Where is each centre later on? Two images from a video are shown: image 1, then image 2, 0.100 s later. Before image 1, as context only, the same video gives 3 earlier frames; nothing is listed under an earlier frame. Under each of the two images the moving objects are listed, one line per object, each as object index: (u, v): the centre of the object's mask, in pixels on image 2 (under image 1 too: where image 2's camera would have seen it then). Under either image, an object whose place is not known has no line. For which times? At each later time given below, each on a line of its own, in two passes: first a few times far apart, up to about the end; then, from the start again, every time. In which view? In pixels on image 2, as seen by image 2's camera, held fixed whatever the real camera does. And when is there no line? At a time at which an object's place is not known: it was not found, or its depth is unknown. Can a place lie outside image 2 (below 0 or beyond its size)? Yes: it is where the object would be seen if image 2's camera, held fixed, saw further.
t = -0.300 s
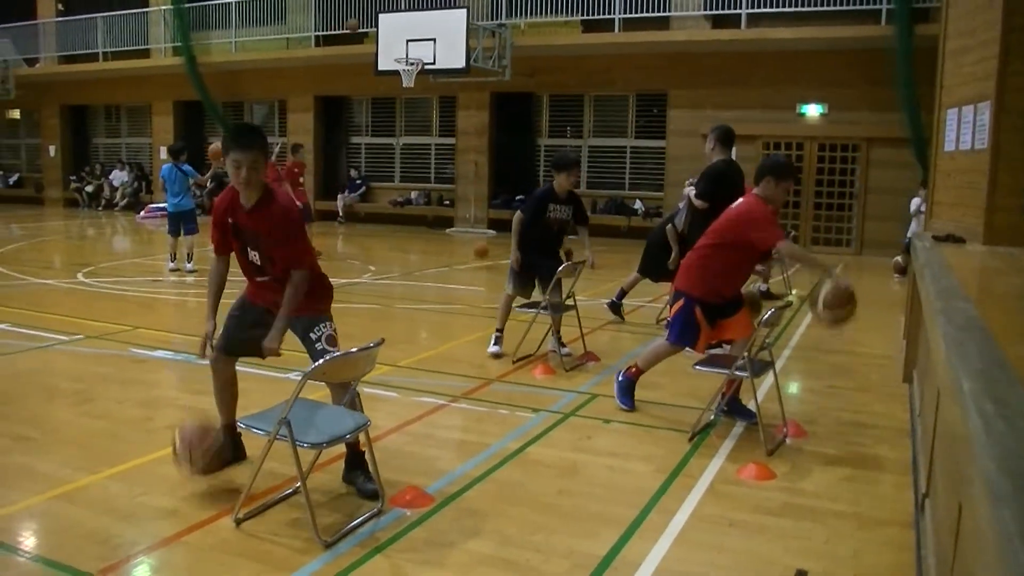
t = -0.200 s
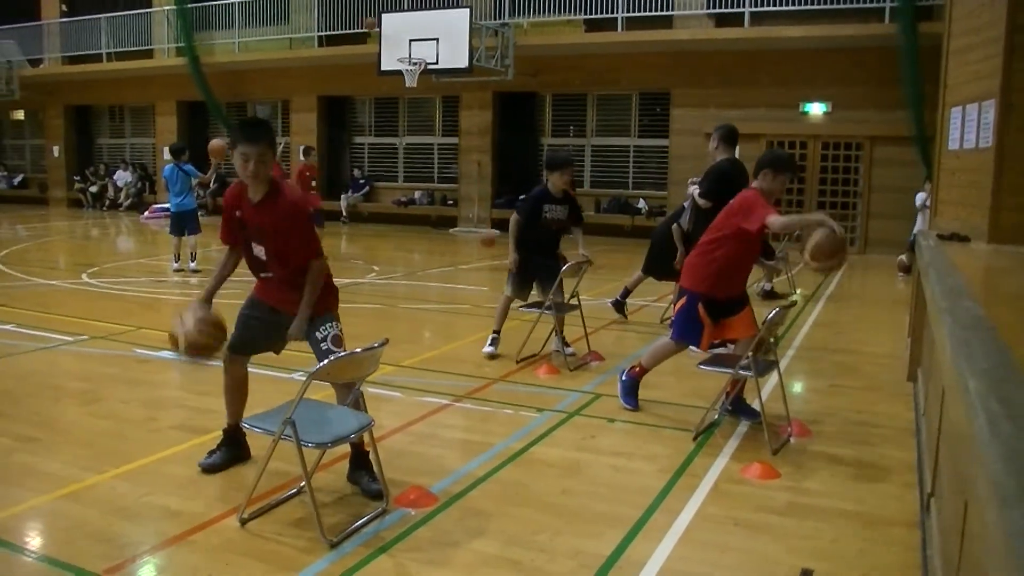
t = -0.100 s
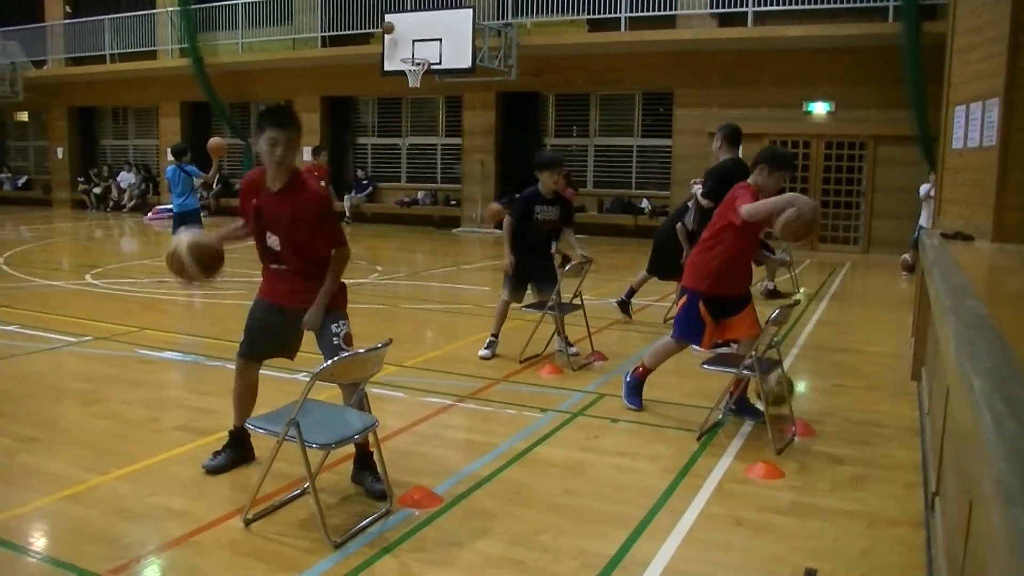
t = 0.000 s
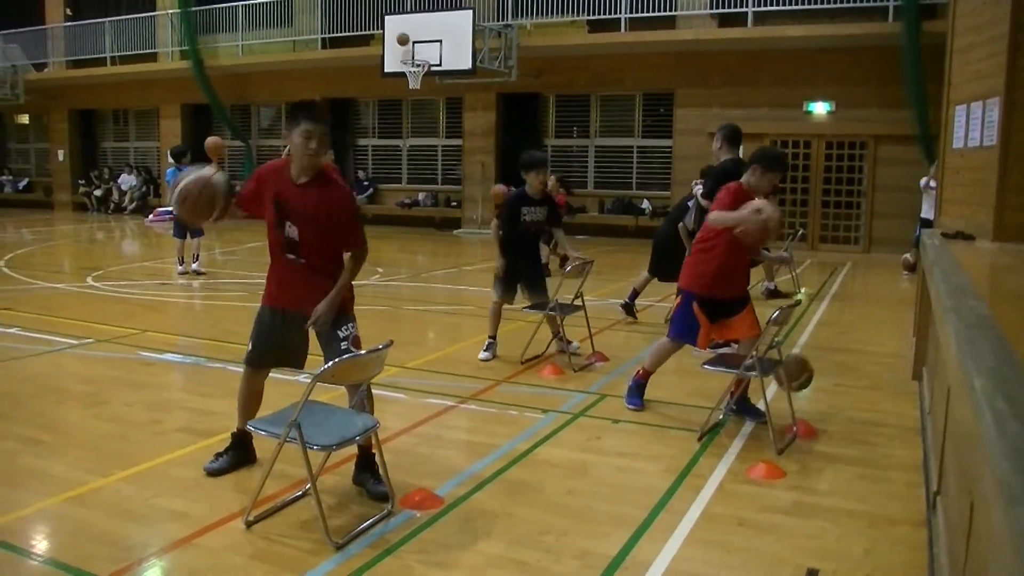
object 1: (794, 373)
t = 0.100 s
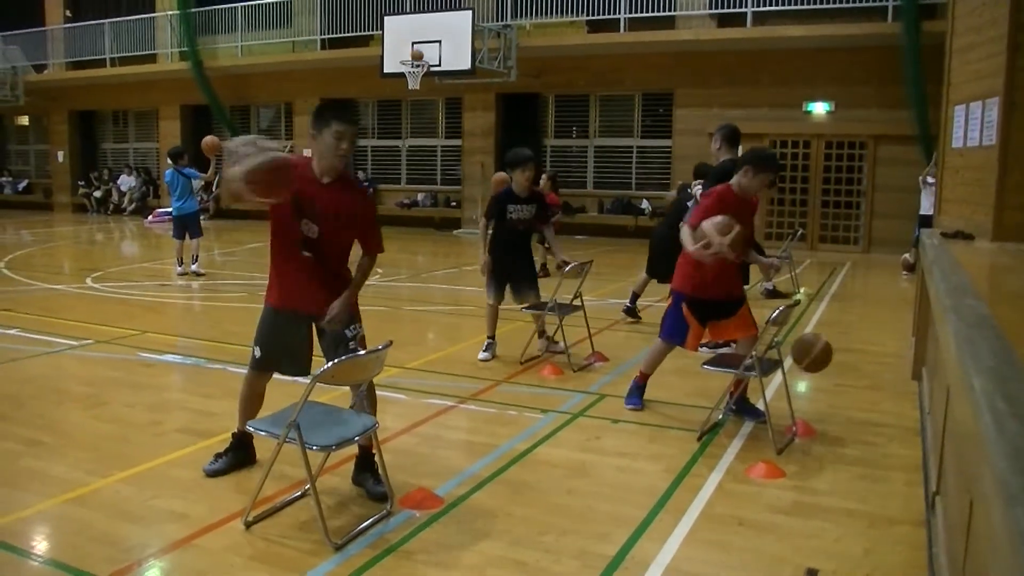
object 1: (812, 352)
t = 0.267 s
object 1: (843, 357)
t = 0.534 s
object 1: (893, 420)
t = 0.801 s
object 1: (885, 403)
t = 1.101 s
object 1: (855, 421)
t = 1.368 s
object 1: (841, 467)
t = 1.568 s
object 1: (836, 447)
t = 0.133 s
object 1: (818, 350)
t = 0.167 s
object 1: (824, 349)
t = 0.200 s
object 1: (830, 349)
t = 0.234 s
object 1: (836, 352)
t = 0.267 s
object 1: (843, 357)
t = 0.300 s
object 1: (849, 364)
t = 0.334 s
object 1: (855, 373)
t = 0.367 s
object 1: (860, 384)
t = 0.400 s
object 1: (866, 399)
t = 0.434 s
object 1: (871, 414)
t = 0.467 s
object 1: (877, 434)
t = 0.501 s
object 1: (885, 429)
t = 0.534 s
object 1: (893, 420)
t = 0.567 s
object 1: (900, 413)
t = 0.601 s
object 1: (909, 406)
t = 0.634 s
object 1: (912, 403)
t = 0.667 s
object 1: (908, 398)
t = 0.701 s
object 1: (903, 397)
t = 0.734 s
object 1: (897, 397)
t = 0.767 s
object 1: (891, 399)
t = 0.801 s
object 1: (885, 403)
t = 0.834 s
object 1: (879, 411)
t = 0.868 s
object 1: (873, 420)
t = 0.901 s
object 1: (866, 432)
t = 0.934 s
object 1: (858, 448)
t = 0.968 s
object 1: (855, 450)
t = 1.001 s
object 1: (856, 439)
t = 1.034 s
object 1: (855, 431)
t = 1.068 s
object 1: (855, 425)
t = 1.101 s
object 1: (855, 421)
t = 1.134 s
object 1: (854, 420)
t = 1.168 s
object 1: (853, 420)
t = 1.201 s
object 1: (851, 424)
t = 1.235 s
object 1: (849, 429)
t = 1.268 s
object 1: (848, 437)
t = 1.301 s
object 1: (846, 446)
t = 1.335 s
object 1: (843, 460)
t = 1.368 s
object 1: (841, 467)
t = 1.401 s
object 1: (841, 457)
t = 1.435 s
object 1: (841, 450)
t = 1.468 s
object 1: (839, 446)
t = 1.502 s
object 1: (839, 444)
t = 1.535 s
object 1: (838, 444)
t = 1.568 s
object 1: (836, 447)
